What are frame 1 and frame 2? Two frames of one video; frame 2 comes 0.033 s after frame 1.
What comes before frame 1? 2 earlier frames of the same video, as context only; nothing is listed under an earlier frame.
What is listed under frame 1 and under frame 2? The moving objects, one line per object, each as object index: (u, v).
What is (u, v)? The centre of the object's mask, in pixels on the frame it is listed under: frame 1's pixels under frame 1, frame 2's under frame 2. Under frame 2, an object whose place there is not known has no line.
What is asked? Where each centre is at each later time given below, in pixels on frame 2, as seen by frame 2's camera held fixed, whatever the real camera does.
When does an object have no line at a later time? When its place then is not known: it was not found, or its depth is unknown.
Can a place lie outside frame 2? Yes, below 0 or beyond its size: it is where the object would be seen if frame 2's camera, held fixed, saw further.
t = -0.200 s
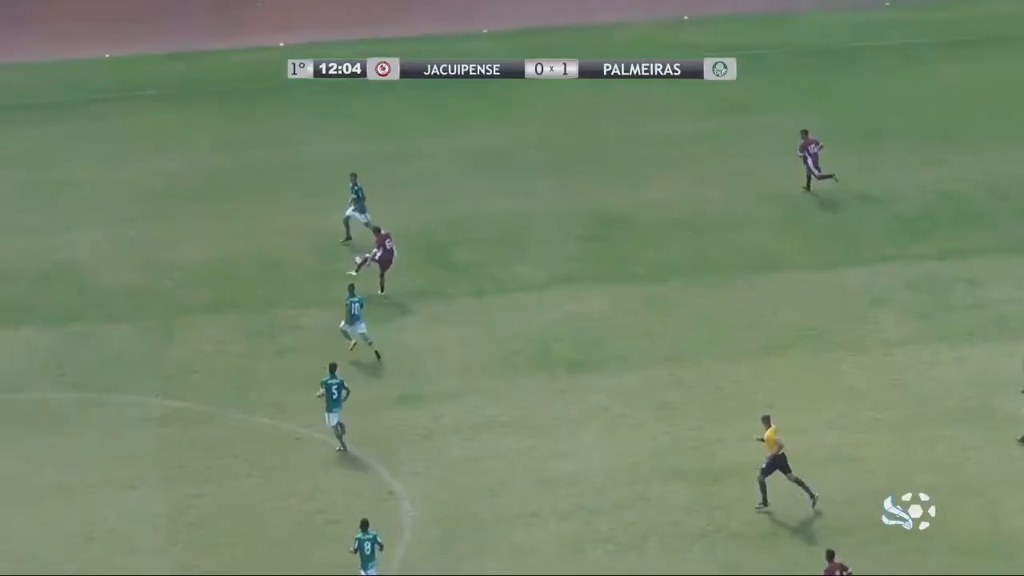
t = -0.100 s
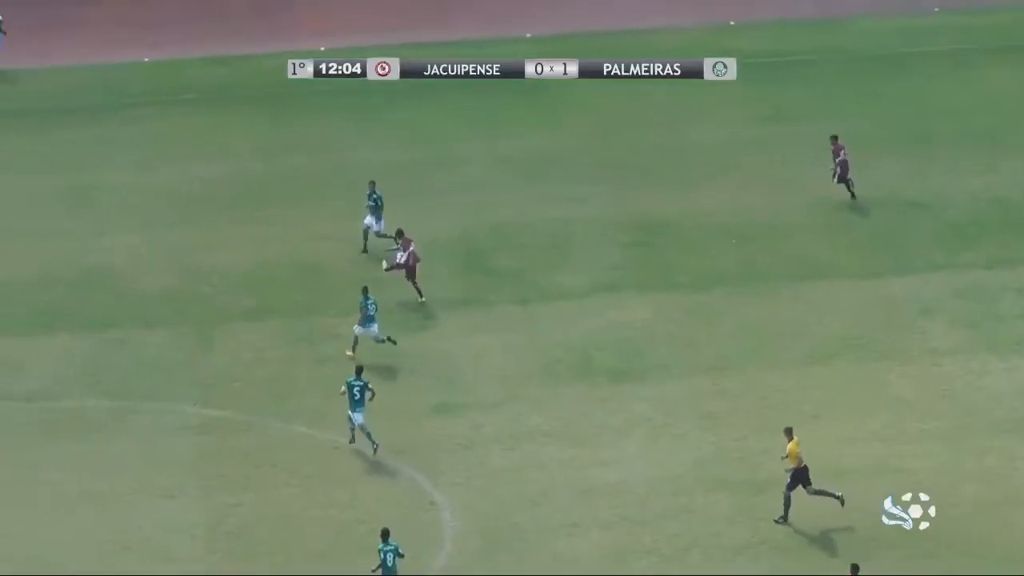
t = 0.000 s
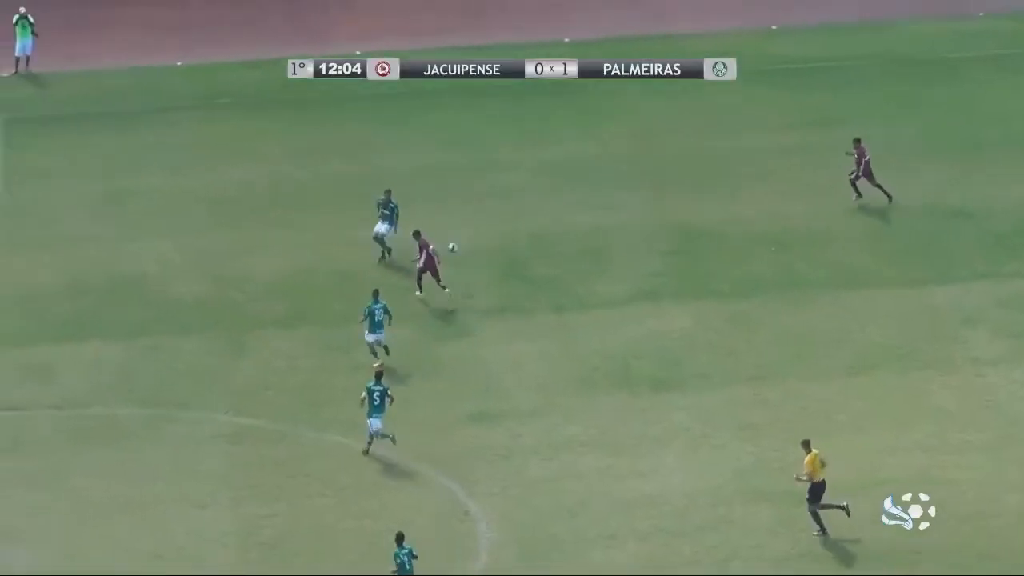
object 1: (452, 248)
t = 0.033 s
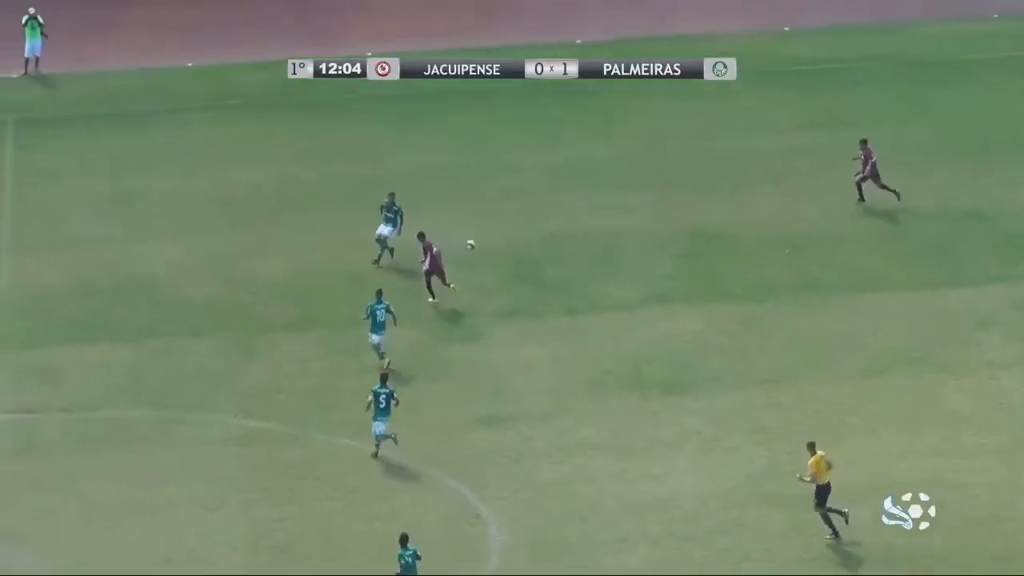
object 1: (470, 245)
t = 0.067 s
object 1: (476, 241)
